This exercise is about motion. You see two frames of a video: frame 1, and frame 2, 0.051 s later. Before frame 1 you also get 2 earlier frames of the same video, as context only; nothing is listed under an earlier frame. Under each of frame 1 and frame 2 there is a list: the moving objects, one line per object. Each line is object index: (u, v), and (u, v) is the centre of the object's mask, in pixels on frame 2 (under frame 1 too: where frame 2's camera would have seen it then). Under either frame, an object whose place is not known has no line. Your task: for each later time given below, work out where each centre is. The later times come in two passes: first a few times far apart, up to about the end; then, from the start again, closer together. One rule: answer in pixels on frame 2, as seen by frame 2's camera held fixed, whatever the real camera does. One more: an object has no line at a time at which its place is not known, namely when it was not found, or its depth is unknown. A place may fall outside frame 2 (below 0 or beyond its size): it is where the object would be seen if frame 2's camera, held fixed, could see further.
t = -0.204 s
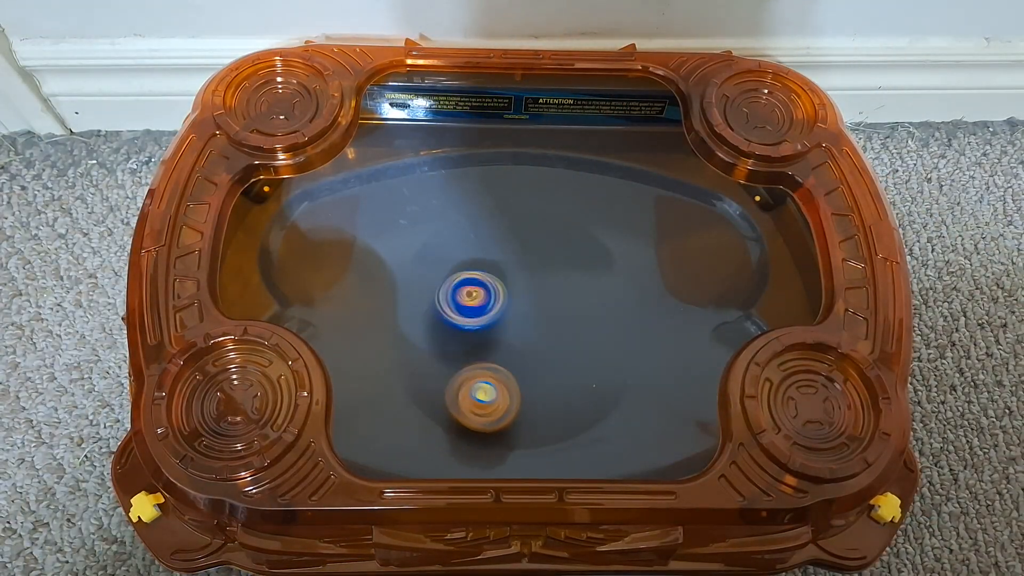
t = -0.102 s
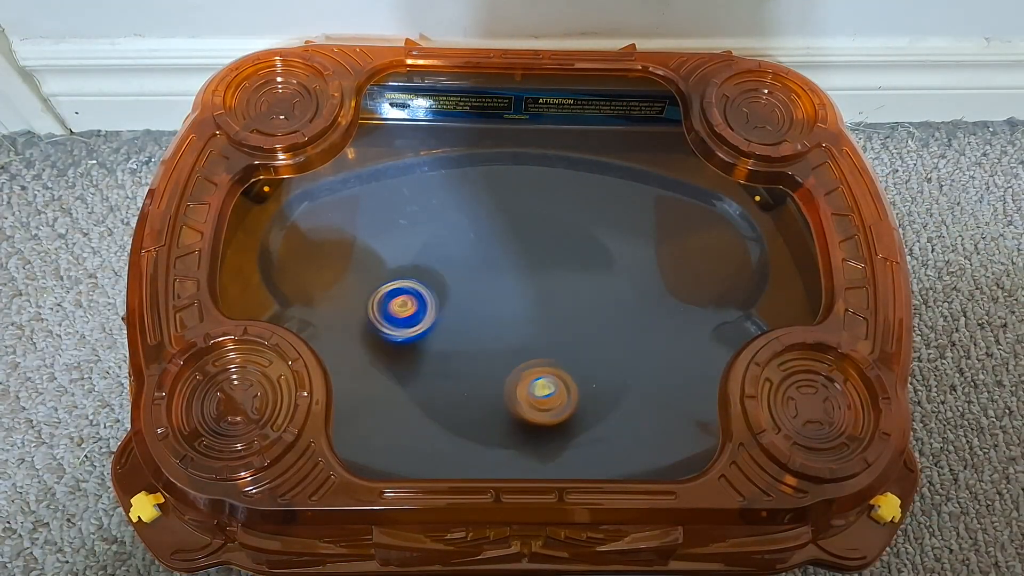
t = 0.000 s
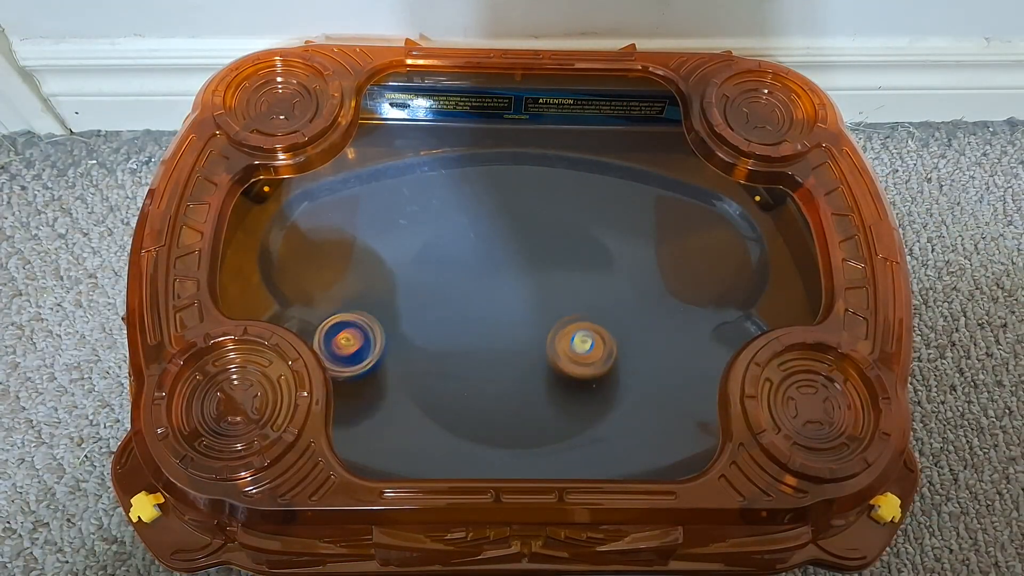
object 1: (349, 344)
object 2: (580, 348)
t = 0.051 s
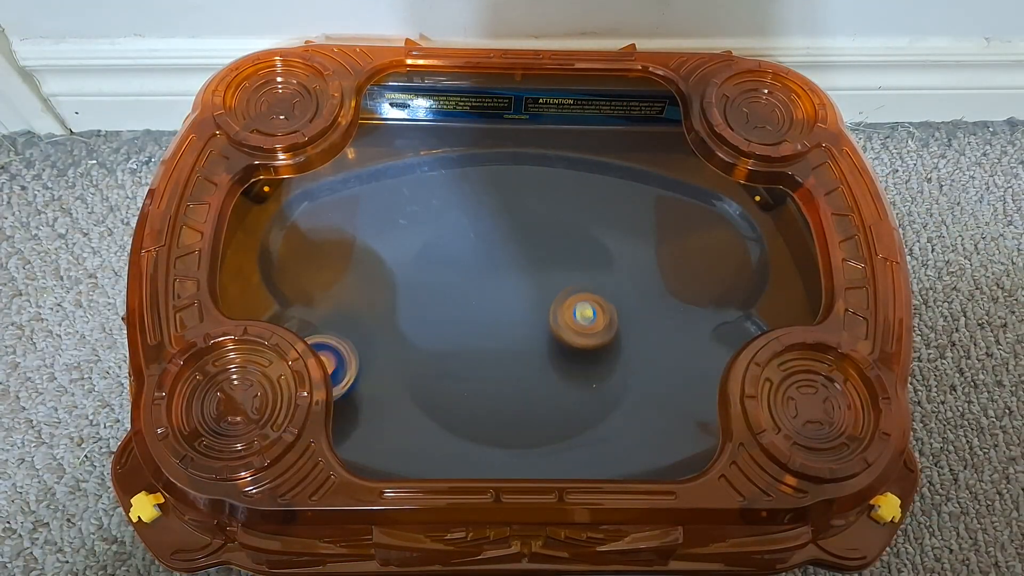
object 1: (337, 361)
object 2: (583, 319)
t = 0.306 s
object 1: (392, 382)
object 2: (479, 244)
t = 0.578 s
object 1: (539, 265)
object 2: (435, 353)
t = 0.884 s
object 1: (532, 259)
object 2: (602, 327)
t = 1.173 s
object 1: (532, 318)
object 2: (525, 251)
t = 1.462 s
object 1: (567, 308)
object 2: (467, 371)
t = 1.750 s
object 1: (511, 319)
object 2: (589, 339)
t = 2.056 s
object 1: (482, 343)
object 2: (492, 262)
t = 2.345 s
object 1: (532, 324)
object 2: (439, 361)
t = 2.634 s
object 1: (542, 248)
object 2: (549, 359)
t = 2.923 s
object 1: (449, 260)
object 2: (537, 323)
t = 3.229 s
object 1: (506, 340)
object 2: (584, 353)
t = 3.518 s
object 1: (500, 283)
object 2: (584, 300)
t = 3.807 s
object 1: (438, 333)
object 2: (525, 322)
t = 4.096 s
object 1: (493, 335)
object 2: (573, 335)
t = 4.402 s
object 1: (478, 285)
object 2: (548, 292)
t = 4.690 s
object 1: (445, 331)
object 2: (548, 334)
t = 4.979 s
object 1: (508, 307)
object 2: (576, 338)
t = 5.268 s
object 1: (466, 253)
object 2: (557, 341)
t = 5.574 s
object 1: (488, 304)
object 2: (542, 354)
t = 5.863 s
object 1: (515, 317)
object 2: (561, 353)
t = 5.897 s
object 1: (512, 315)
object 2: (558, 353)
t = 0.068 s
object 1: (334, 369)
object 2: (582, 310)
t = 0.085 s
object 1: (335, 376)
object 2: (579, 300)
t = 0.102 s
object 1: (335, 386)
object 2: (576, 291)
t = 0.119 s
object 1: (335, 393)
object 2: (571, 283)
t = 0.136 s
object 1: (336, 399)
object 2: (565, 275)
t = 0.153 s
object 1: (337, 404)
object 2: (559, 268)
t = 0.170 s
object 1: (339, 406)
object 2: (552, 262)
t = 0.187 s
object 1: (341, 408)
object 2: (544, 257)
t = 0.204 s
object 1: (345, 408)
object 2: (536, 253)
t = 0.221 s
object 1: (349, 406)
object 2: (527, 249)
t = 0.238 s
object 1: (354, 404)
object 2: (518, 247)
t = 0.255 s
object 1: (359, 401)
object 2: (508, 245)
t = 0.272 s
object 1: (368, 396)
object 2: (499, 244)
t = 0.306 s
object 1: (392, 382)
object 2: (479, 244)
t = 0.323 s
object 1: (404, 374)
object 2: (469, 246)
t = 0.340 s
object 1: (415, 366)
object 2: (460, 247)
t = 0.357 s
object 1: (425, 359)
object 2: (451, 251)
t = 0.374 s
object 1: (437, 351)
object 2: (442, 255)
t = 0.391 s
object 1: (448, 344)
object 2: (434, 261)
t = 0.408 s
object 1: (458, 337)
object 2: (427, 267)
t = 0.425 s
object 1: (469, 329)
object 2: (421, 274)
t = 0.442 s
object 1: (480, 321)
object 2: (416, 282)
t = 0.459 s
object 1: (489, 313)
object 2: (413, 291)
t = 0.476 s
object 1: (498, 305)
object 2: (412, 301)
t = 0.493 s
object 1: (506, 297)
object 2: (412, 310)
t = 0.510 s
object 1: (514, 290)
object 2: (414, 319)
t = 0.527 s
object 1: (521, 283)
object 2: (418, 329)
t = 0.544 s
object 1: (526, 277)
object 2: (422, 337)
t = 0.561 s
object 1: (534, 270)
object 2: (428, 346)
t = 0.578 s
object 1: (539, 265)
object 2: (435, 353)
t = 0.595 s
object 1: (543, 260)
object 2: (443, 360)
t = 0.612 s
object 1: (547, 254)
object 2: (452, 365)
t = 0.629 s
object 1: (551, 251)
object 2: (462, 369)
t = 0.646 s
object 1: (553, 247)
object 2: (471, 371)
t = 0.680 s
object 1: (556, 242)
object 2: (493, 375)
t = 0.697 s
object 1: (557, 240)
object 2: (505, 376)
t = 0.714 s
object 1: (557, 239)
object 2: (515, 376)
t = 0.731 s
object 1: (556, 239)
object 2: (526, 375)
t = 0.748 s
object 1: (555, 239)
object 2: (536, 372)
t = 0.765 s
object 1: (553, 239)
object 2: (548, 369)
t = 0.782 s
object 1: (551, 241)
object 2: (557, 365)
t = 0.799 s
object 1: (549, 243)
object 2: (567, 360)
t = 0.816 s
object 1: (545, 246)
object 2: (576, 355)
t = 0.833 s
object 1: (542, 249)
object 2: (584, 348)
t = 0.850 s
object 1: (539, 251)
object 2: (591, 342)
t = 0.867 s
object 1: (536, 255)
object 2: (597, 334)
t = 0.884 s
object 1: (532, 259)
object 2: (602, 327)
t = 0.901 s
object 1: (529, 262)
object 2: (605, 319)
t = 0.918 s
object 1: (525, 266)
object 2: (608, 311)
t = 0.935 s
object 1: (522, 270)
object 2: (608, 303)
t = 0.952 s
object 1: (519, 274)
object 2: (609, 295)
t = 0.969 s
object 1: (516, 278)
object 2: (607, 287)
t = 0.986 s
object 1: (514, 282)
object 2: (606, 280)
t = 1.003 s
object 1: (513, 285)
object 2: (602, 273)
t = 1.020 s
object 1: (512, 290)
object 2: (598, 266)
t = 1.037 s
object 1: (512, 293)
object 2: (593, 261)
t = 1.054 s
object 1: (512, 298)
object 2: (586, 256)
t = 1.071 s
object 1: (514, 301)
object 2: (579, 252)
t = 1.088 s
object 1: (515, 305)
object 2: (571, 249)
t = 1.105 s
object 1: (518, 308)
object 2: (563, 248)
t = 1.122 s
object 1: (521, 311)
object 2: (553, 247)
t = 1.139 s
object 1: (524, 313)
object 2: (545, 247)
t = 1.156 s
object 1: (528, 316)
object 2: (534, 248)
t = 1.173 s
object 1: (532, 318)
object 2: (525, 251)
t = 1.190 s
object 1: (536, 320)
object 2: (515, 254)
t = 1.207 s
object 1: (540, 321)
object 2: (506, 258)
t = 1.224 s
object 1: (544, 323)
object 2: (497, 263)
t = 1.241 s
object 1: (548, 323)
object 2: (488, 269)
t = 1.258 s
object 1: (552, 323)
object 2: (480, 275)
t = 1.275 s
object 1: (556, 323)
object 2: (473, 283)
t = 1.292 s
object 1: (559, 322)
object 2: (467, 291)
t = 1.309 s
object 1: (562, 322)
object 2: (462, 299)
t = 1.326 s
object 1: (564, 321)
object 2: (458, 308)
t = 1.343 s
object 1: (567, 319)
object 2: (455, 317)
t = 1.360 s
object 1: (569, 318)
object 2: (454, 326)
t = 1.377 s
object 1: (570, 316)
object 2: (454, 335)
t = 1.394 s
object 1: (571, 315)
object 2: (455, 343)
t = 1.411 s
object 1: (571, 313)
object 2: (456, 352)
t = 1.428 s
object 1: (570, 311)
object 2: (459, 359)
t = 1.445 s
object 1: (568, 310)
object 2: (463, 366)
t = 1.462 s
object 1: (567, 308)
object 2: (467, 371)
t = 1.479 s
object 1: (565, 307)
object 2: (473, 377)
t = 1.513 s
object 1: (560, 305)
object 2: (487, 386)
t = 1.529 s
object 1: (557, 304)
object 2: (495, 390)
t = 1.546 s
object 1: (554, 304)
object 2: (505, 392)
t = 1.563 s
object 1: (551, 304)
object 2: (514, 393)
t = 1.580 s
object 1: (547, 305)
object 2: (524, 392)
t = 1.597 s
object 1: (544, 306)
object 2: (533, 391)
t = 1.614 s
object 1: (540, 307)
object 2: (542, 388)
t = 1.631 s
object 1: (536, 308)
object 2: (551, 385)
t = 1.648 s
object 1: (533, 309)
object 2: (557, 380)
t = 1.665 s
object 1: (529, 311)
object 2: (566, 375)
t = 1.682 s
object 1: (526, 314)
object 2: (572, 369)
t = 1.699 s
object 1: (523, 316)
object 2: (578, 361)
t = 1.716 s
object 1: (521, 317)
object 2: (582, 354)
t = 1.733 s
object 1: (516, 318)
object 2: (586, 345)
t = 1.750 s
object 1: (511, 319)
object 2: (589, 339)
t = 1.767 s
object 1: (506, 320)
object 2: (591, 332)
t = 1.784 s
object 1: (502, 320)
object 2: (592, 324)
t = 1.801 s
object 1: (498, 321)
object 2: (592, 317)
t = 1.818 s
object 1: (493, 323)
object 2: (590, 308)
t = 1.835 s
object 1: (490, 324)
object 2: (588, 301)
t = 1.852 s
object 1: (487, 325)
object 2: (584, 293)
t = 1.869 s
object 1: (483, 327)
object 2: (580, 285)
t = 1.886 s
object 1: (480, 329)
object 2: (573, 279)
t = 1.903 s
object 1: (478, 331)
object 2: (567, 274)
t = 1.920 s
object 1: (477, 333)
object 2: (560, 271)
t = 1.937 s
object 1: (476, 335)
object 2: (553, 267)
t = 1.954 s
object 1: (476, 336)
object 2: (546, 264)
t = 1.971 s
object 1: (476, 338)
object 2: (537, 261)
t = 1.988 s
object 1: (476, 339)
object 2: (529, 259)
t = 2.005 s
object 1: (477, 340)
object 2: (519, 258)
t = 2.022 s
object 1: (478, 341)
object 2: (509, 258)
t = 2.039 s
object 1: (480, 342)
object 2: (500, 260)
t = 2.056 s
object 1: (482, 343)
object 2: (492, 262)
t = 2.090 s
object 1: (486, 343)
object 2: (475, 268)
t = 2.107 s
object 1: (489, 343)
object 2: (468, 272)
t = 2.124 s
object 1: (491, 343)
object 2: (460, 278)
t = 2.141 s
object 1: (494, 342)
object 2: (453, 284)
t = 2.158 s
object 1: (496, 342)
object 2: (448, 291)
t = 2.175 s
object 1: (499, 341)
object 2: (444, 298)
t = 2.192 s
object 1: (502, 339)
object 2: (441, 305)
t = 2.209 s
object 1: (507, 338)
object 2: (437, 311)
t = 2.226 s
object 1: (510, 337)
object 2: (433, 316)
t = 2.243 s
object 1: (514, 337)
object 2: (430, 323)
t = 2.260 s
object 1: (517, 335)
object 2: (428, 330)
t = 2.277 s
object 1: (521, 333)
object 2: (428, 338)
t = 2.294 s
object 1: (524, 331)
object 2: (429, 345)
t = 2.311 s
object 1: (526, 329)
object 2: (431, 350)
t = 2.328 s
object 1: (530, 327)
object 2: (435, 356)
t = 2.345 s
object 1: (532, 324)
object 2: (439, 361)
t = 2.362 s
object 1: (534, 321)
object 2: (445, 366)
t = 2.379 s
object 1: (535, 319)
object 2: (452, 370)
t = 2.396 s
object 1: (536, 316)
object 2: (461, 372)
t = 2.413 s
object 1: (536, 314)
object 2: (470, 373)
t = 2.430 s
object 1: (537, 311)
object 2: (478, 372)
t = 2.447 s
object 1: (537, 308)
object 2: (488, 372)
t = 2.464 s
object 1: (537, 306)
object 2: (497, 371)
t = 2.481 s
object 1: (537, 304)
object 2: (507, 369)
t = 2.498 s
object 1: (536, 302)
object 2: (516, 365)
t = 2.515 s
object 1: (536, 298)
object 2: (521, 362)
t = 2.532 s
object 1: (538, 290)
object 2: (525, 365)
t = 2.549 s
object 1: (541, 280)
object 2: (529, 367)
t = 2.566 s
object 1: (542, 272)
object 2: (532, 367)
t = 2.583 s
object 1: (544, 265)
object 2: (537, 366)
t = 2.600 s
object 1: (543, 259)
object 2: (541, 365)
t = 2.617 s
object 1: (543, 253)
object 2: (545, 362)
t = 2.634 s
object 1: (542, 248)
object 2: (549, 359)
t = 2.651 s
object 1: (541, 243)
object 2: (551, 356)
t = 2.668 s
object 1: (539, 240)
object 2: (553, 352)
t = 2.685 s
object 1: (536, 236)
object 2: (556, 348)
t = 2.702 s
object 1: (532, 234)
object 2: (556, 342)
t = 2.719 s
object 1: (528, 233)
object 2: (555, 337)
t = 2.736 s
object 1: (523, 232)
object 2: (555, 333)
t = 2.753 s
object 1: (517, 233)
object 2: (554, 328)
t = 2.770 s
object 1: (510, 235)
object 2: (552, 322)
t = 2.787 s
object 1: (504, 237)
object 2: (548, 319)
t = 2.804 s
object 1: (498, 241)
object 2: (545, 313)
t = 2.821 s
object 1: (492, 246)
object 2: (542, 308)
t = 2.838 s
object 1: (487, 253)
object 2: (537, 304)
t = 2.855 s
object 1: (481, 257)
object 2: (534, 304)
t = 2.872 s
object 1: (472, 256)
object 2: (534, 308)
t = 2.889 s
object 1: (463, 256)
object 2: (536, 315)
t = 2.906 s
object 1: (456, 257)
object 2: (537, 318)
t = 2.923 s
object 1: (449, 260)
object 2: (537, 323)
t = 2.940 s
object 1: (444, 264)
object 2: (538, 327)
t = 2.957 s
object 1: (439, 269)
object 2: (539, 330)
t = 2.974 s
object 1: (435, 274)
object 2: (539, 333)
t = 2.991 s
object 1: (433, 280)
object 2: (542, 337)
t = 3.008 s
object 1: (432, 287)
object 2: (543, 340)
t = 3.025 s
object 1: (433, 294)
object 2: (545, 344)
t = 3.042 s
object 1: (434, 302)
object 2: (547, 347)
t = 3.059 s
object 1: (438, 309)
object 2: (548, 348)
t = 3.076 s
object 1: (443, 317)
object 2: (550, 350)
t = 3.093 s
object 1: (450, 323)
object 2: (553, 352)
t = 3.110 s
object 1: (458, 330)
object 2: (554, 353)
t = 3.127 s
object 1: (467, 335)
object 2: (557, 354)
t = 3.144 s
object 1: (476, 339)
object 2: (559, 354)
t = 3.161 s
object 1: (485, 342)
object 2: (560, 354)
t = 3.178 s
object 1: (493, 343)
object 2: (565, 355)
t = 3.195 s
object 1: (497, 343)
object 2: (571, 355)
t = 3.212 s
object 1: (502, 342)
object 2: (576, 354)
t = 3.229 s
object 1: (506, 340)
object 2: (584, 353)
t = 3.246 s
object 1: (510, 337)
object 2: (589, 351)
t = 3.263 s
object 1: (514, 335)
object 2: (592, 349)
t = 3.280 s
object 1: (517, 333)
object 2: (597, 345)
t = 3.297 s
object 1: (520, 329)
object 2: (600, 342)
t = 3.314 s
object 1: (523, 326)
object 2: (601, 339)
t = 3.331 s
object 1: (524, 322)
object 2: (603, 334)
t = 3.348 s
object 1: (527, 319)
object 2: (602, 330)
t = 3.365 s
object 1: (528, 316)
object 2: (602, 327)
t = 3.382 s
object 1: (528, 312)
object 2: (600, 322)
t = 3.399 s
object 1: (529, 308)
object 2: (599, 319)
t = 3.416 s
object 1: (527, 303)
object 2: (598, 315)
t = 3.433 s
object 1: (524, 299)
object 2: (596, 312)
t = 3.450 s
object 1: (520, 295)
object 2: (596, 309)
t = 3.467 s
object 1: (515, 291)
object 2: (595, 307)
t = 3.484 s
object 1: (511, 288)
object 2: (591, 305)
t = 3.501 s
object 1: (506, 285)
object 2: (588, 302)
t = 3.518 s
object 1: (500, 283)
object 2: (584, 300)
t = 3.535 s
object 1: (495, 282)
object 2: (580, 300)
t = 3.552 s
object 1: (489, 282)
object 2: (575, 298)
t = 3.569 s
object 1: (484, 282)
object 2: (570, 296)
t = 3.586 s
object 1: (479, 282)
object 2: (566, 297)
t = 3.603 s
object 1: (473, 284)
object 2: (560, 297)
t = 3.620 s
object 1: (469, 286)
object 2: (554, 297)
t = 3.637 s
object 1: (465, 289)
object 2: (549, 297)
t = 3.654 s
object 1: (463, 292)
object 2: (543, 300)
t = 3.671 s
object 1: (460, 296)
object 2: (536, 300)
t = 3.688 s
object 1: (459, 300)
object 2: (530, 302)
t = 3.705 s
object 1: (457, 304)
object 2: (528, 305)
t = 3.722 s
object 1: (452, 309)
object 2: (526, 308)
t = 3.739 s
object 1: (446, 312)
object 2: (525, 309)
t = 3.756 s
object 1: (443, 317)
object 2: (526, 312)
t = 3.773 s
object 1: (440, 323)
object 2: (525, 316)
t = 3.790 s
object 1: (438, 328)
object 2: (525, 319)
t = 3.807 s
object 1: (438, 333)
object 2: (525, 322)
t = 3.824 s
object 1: (438, 338)
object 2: (526, 326)
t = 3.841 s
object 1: (440, 342)
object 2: (525, 329)
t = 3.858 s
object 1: (443, 346)
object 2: (525, 331)
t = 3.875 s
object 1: (446, 350)
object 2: (527, 332)
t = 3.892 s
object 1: (452, 353)
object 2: (528, 336)
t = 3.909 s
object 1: (459, 354)
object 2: (529, 338)
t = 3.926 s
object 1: (462, 355)
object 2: (532, 340)
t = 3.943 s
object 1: (466, 356)
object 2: (537, 341)
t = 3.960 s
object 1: (470, 355)
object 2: (540, 342)
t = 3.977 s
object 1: (474, 354)
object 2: (545, 342)
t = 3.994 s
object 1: (478, 353)
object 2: (547, 342)
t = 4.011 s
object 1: (482, 352)
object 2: (554, 342)
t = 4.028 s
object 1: (486, 349)
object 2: (556, 341)
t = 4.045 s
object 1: (489, 346)
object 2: (560, 341)
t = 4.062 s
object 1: (491, 343)
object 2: (564, 339)
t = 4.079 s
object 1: (491, 339)
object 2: (570, 338)
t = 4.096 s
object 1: (493, 335)
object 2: (573, 335)
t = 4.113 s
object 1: (493, 332)
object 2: (577, 333)
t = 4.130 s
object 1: (494, 327)
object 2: (579, 330)
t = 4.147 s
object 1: (493, 322)
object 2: (583, 326)
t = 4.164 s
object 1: (493, 318)
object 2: (584, 323)
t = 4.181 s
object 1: (491, 314)
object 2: (585, 321)
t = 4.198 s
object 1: (491, 309)
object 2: (585, 317)
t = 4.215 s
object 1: (490, 305)
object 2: (586, 313)
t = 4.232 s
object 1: (488, 302)
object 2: (585, 310)
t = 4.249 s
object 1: (487, 298)
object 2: (584, 308)
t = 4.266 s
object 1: (486, 296)
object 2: (582, 304)
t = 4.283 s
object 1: (485, 293)
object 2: (579, 301)
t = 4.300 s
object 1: (483, 291)
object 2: (576, 298)
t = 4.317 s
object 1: (482, 290)
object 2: (572, 297)
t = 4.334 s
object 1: (481, 289)
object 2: (567, 294)
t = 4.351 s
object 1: (481, 287)
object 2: (563, 293)
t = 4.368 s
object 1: (480, 286)
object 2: (558, 291)
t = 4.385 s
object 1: (480, 286)
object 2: (554, 292)
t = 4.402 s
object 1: (478, 285)
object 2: (548, 292)
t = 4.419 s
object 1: (474, 284)
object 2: (546, 293)
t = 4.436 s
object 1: (467, 283)
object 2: (546, 295)
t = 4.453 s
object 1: (460, 282)
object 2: (546, 297)
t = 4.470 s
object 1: (454, 283)
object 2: (547, 299)
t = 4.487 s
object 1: (448, 284)
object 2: (547, 303)
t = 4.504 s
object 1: (441, 286)
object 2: (547, 305)
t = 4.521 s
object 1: (437, 289)
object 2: (548, 309)
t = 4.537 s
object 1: (433, 293)
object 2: (547, 311)
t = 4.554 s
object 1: (430, 297)
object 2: (548, 313)
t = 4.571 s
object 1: (429, 301)
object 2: (547, 316)
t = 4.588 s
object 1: (428, 306)
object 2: (548, 318)
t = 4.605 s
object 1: (428, 311)
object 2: (548, 321)
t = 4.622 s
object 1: (429, 313)
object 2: (548, 324)
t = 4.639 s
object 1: (432, 319)
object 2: (549, 327)
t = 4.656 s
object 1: (436, 323)
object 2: (548, 329)
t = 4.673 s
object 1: (439, 327)
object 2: (549, 332)
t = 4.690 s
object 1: (445, 331)
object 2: (548, 334)
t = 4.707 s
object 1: (452, 334)
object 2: (549, 336)
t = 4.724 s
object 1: (457, 337)
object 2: (549, 338)
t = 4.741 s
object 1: (466, 338)
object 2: (549, 340)
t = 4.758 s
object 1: (473, 338)
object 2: (549, 342)
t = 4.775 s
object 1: (479, 339)
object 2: (550, 343)
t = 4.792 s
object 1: (482, 337)
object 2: (554, 344)
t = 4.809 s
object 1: (485, 336)
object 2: (557, 346)
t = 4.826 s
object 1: (489, 333)
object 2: (560, 347)
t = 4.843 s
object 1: (491, 332)
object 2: (562, 347)
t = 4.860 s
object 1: (495, 330)
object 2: (565, 346)
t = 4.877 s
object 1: (498, 328)
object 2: (567, 347)
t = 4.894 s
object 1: (501, 325)
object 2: (569, 346)
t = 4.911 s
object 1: (502, 320)
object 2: (572, 345)
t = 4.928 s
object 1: (504, 316)
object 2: (574, 344)
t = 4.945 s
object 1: (506, 314)
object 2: (575, 342)
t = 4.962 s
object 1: (506, 311)
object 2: (576, 340)
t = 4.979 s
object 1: (508, 307)
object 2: (576, 338)
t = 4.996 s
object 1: (508, 303)
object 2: (577, 336)
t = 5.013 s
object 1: (508, 300)
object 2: (575, 334)
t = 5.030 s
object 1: (508, 297)
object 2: (574, 331)
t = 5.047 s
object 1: (509, 293)
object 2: (572, 329)
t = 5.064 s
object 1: (510, 291)
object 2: (570, 327)
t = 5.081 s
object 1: (509, 288)
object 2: (568, 328)
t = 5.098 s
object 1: (505, 279)
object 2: (569, 331)
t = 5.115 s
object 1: (502, 273)
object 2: (567, 334)
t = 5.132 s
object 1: (498, 269)
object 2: (566, 335)
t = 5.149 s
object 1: (495, 264)
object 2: (566, 336)
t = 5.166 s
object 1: (491, 262)
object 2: (564, 337)
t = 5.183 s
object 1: (487, 259)
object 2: (563, 337)
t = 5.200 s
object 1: (483, 256)
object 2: (563, 338)
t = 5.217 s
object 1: (480, 253)
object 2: (563, 339)
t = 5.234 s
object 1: (475, 253)
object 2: (561, 339)
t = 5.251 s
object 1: (470, 252)
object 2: (560, 340)
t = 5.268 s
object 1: (466, 253)
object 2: (557, 341)
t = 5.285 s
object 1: (461, 254)
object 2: (553, 341)
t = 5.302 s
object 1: (458, 256)
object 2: (549, 340)
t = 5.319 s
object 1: (456, 259)
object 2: (546, 339)
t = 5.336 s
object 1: (453, 263)
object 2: (543, 338)
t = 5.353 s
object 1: (452, 267)
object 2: (540, 337)
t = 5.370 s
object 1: (452, 272)
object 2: (538, 336)
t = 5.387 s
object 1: (453, 278)
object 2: (534, 334)
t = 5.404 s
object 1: (455, 283)
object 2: (531, 332)
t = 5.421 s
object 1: (456, 290)
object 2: (530, 330)
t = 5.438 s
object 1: (459, 295)
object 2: (529, 329)
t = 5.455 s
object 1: (463, 301)
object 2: (527, 327)
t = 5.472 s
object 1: (466, 305)
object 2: (528, 326)
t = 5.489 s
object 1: (469, 308)
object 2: (531, 329)
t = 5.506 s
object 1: (472, 310)
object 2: (532, 332)
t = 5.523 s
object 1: (476, 311)
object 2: (533, 336)
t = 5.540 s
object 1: (480, 308)
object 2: (536, 342)
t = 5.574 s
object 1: (488, 304)
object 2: (542, 354)
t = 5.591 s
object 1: (492, 304)
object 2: (545, 358)
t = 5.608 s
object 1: (496, 304)
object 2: (549, 360)
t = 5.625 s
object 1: (499, 306)
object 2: (553, 361)
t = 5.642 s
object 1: (502, 309)
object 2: (556, 362)
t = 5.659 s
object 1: (503, 312)
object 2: (559, 361)
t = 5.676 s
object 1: (504, 313)
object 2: (561, 360)
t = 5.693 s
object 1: (506, 314)
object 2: (563, 358)
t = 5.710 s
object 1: (508, 315)
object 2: (564, 357)
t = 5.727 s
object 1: (509, 317)
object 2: (565, 355)
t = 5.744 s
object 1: (510, 318)
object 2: (565, 354)
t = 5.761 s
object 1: (511, 318)
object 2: (565, 353)
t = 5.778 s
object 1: (513, 318)
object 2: (565, 353)
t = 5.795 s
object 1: (515, 318)
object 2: (565, 353)
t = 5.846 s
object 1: (515, 318)
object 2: (562, 352)
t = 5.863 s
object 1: (515, 317)
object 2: (561, 353)
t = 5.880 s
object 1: (514, 315)
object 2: (560, 353)
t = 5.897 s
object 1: (512, 315)
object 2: (558, 353)
